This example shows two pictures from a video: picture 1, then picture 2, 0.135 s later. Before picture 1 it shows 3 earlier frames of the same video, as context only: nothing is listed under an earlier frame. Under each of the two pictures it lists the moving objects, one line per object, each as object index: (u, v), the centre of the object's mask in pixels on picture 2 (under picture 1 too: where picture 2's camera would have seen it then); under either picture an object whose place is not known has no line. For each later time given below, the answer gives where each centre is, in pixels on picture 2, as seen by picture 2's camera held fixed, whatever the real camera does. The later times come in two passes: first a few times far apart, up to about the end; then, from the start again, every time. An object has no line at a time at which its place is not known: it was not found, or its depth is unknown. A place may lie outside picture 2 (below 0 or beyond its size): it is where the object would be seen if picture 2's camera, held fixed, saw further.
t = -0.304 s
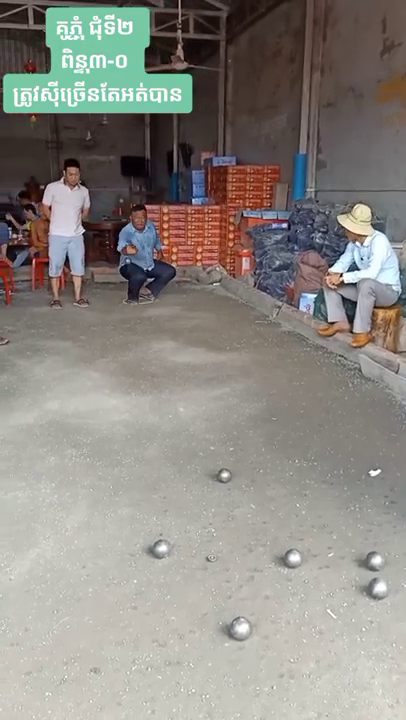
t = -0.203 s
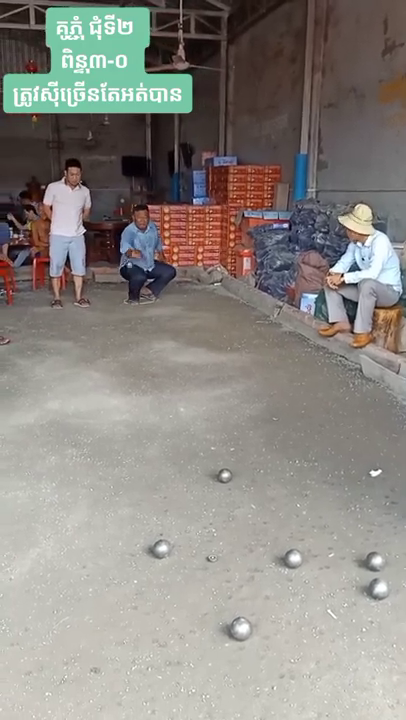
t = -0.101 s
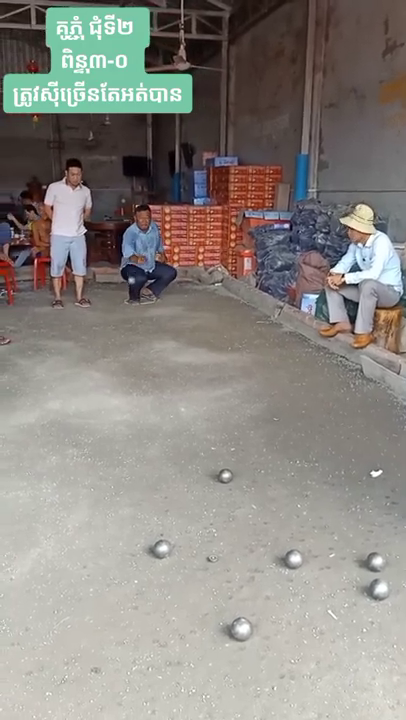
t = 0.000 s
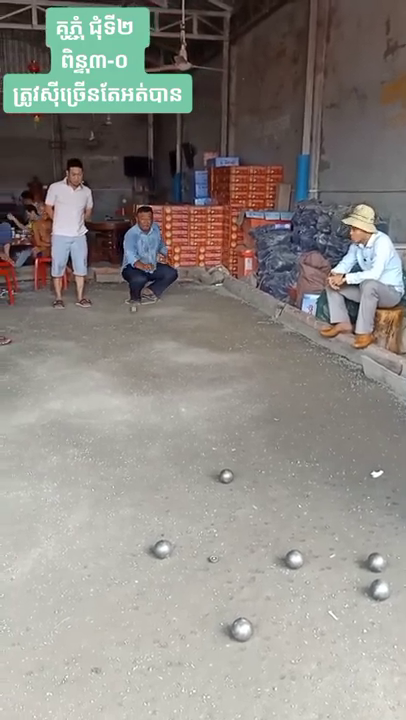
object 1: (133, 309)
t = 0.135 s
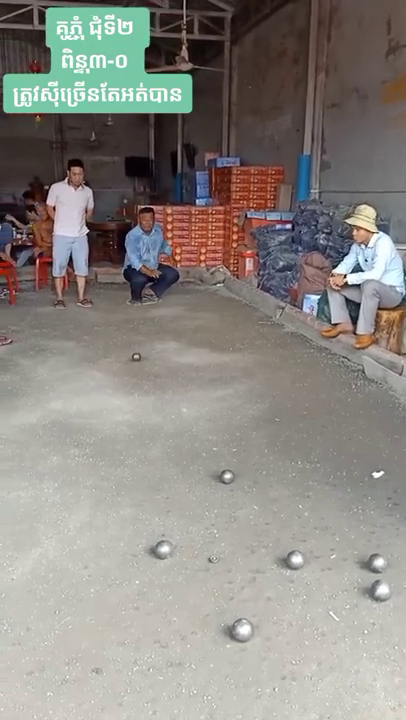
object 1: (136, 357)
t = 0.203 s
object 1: (136, 360)
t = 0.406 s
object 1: (137, 374)
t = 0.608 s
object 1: (134, 387)
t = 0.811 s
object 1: (132, 400)
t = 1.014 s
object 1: (128, 415)
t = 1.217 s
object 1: (125, 429)
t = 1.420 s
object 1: (123, 444)
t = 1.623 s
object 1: (124, 458)
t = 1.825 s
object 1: (124, 472)
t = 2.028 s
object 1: (123, 486)
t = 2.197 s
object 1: (123, 496)
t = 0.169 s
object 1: (136, 357)
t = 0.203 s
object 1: (136, 360)
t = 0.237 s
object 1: (137, 363)
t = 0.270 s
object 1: (136, 365)
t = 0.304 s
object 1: (136, 367)
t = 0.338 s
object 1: (137, 369)
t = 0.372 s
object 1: (137, 372)
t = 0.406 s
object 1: (137, 374)
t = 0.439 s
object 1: (136, 376)
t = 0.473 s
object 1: (136, 378)
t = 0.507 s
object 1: (136, 380)
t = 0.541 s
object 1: (136, 382)
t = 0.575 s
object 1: (135, 384)
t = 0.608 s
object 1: (134, 387)
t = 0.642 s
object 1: (134, 389)
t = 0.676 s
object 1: (134, 391)
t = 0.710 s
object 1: (133, 394)
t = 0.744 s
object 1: (132, 396)
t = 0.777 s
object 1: (132, 398)
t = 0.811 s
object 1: (132, 400)
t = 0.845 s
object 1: (132, 403)
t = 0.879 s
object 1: (131, 405)
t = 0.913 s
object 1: (130, 408)
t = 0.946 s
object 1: (129, 410)
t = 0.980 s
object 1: (129, 412)
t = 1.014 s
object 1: (128, 415)
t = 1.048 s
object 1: (127, 417)
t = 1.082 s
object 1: (127, 419)
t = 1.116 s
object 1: (126, 422)
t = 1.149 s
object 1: (126, 424)
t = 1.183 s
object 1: (125, 427)
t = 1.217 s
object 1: (125, 429)
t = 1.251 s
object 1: (124, 432)
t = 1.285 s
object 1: (123, 434)
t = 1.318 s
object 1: (123, 437)
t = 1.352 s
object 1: (123, 439)
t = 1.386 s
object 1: (123, 442)
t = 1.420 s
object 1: (123, 444)
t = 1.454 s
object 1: (123, 446)
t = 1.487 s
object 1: (124, 449)
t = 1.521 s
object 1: (124, 451)
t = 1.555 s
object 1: (124, 453)
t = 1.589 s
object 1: (124, 456)
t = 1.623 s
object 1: (124, 458)
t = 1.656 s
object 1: (124, 460)
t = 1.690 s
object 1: (124, 462)
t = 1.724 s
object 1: (124, 465)
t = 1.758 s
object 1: (124, 467)
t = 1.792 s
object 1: (124, 470)
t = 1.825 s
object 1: (124, 472)
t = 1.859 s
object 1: (124, 474)
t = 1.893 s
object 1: (124, 476)
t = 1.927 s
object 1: (124, 479)
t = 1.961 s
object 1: (123, 481)
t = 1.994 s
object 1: (123, 484)
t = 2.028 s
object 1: (123, 486)
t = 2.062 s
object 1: (123, 487)
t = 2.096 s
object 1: (123, 490)
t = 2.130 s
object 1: (123, 492)
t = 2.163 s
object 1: (123, 494)
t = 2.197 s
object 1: (123, 496)
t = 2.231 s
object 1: (123, 498)
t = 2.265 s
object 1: (123, 500)
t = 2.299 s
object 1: (124, 502)
